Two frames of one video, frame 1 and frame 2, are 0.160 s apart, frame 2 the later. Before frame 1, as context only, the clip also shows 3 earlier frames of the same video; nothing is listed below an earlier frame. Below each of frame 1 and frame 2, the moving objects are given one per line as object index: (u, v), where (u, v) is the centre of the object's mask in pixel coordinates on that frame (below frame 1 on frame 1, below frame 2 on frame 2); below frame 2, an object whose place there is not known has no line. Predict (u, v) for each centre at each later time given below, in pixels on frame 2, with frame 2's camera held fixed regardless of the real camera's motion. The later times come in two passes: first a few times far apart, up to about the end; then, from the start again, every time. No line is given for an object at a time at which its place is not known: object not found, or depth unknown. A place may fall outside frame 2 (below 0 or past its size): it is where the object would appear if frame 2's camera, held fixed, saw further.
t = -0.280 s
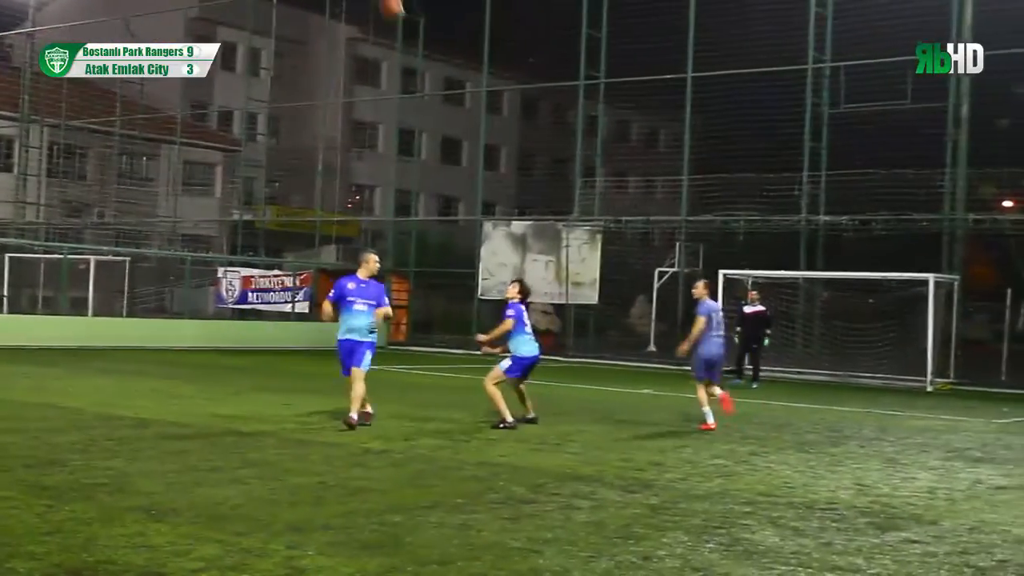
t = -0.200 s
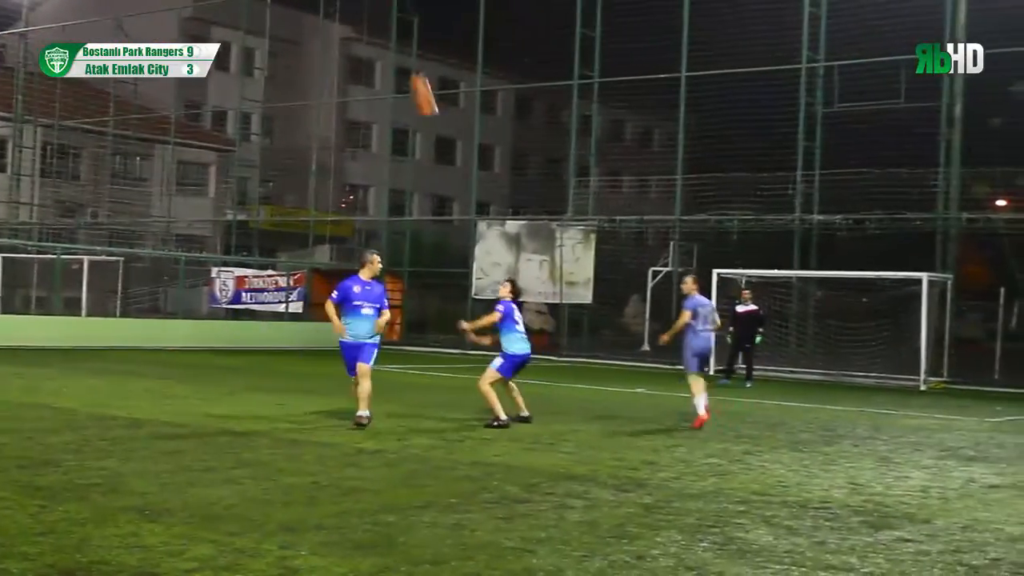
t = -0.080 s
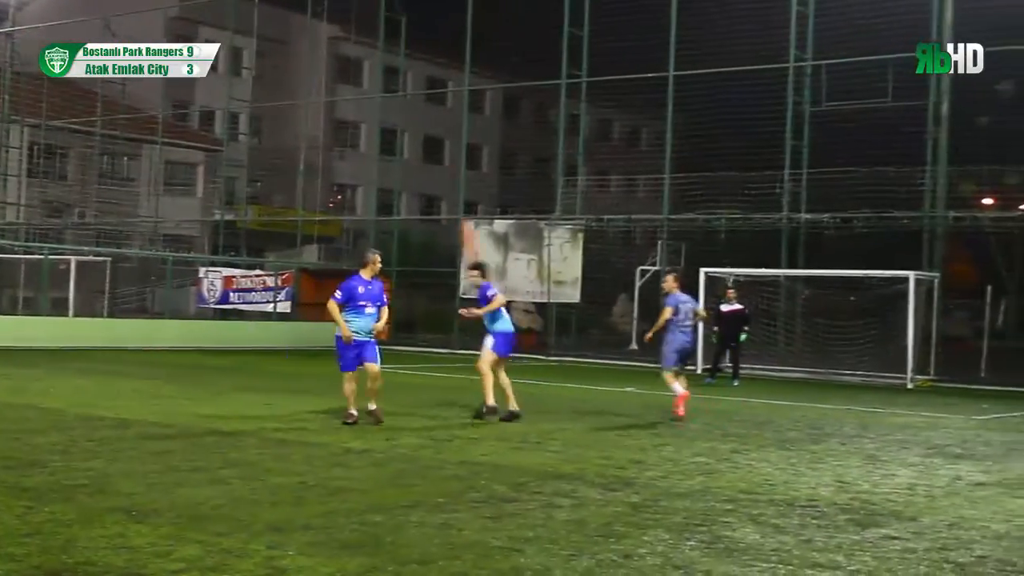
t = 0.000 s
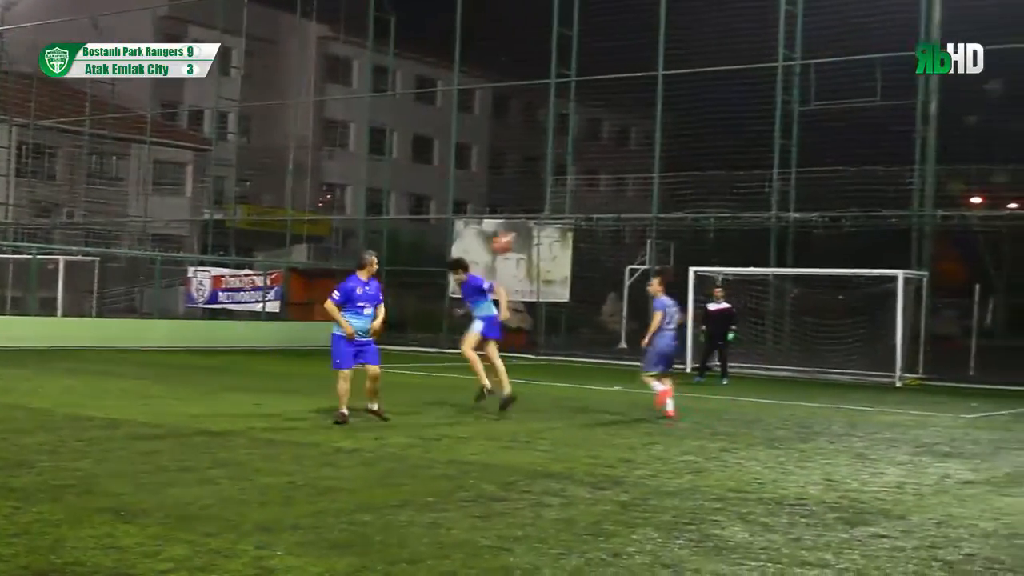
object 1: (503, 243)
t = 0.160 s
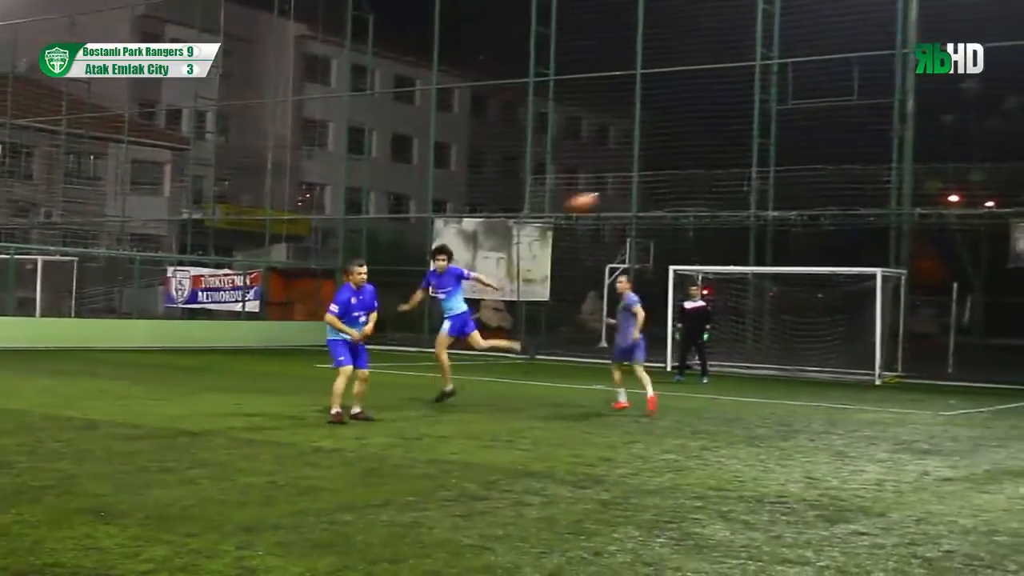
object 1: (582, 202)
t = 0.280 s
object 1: (669, 186)
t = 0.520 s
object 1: (865, 200)
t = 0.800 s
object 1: (1155, 323)
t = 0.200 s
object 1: (609, 195)
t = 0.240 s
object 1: (639, 191)
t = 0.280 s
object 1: (669, 186)
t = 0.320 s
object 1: (698, 184)
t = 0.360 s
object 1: (730, 184)
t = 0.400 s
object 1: (762, 185)
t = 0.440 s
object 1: (795, 188)
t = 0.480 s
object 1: (830, 193)
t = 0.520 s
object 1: (865, 200)
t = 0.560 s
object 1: (902, 209)
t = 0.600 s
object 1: (941, 221)
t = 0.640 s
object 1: (981, 235)
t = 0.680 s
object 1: (1020, 252)
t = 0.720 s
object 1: (1066, 271)
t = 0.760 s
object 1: (1110, 297)
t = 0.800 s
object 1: (1155, 323)
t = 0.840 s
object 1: (1202, 353)
